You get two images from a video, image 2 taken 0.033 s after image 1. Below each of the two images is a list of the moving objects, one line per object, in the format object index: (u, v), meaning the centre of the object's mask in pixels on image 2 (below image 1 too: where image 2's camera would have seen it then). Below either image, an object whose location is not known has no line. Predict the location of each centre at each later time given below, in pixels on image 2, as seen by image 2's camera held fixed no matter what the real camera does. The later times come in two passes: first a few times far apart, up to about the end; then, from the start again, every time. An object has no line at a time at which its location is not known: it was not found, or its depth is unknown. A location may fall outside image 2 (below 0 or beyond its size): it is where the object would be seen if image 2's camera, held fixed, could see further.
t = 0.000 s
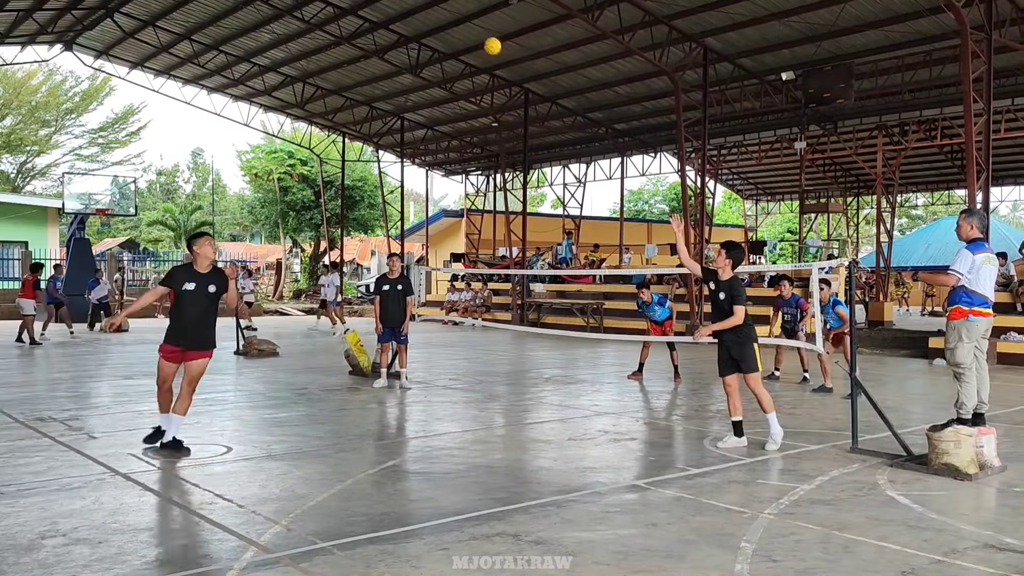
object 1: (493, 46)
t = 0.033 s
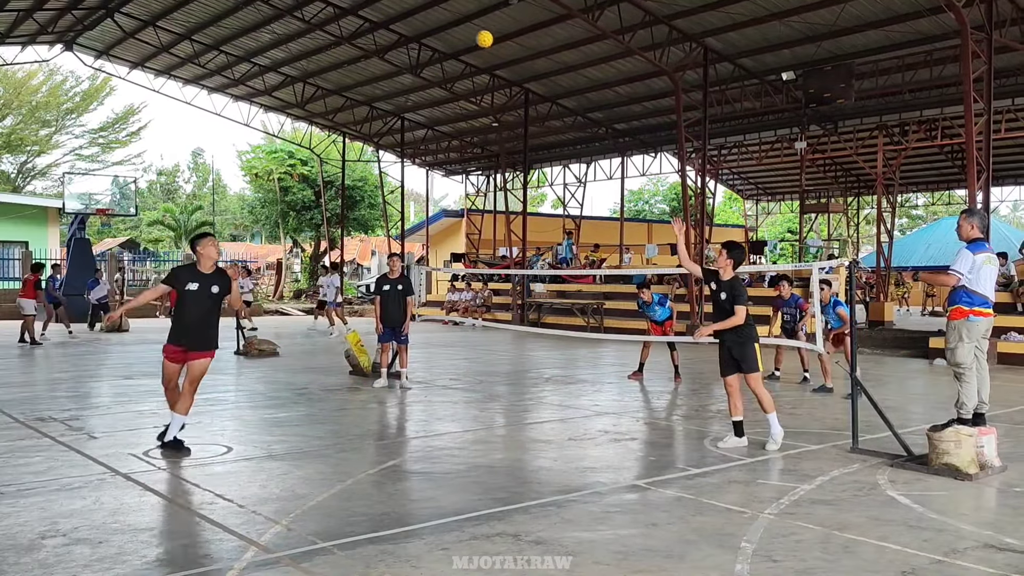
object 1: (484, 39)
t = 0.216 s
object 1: (437, 24)
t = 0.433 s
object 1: (381, 59)
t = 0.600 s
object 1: (338, 127)
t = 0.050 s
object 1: (480, 36)
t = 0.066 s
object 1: (476, 34)
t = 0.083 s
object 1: (472, 31)
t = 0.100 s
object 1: (467, 29)
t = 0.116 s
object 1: (463, 27)
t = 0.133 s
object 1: (459, 26)
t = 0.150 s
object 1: (455, 25)
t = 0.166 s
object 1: (450, 24)
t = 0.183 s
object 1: (446, 24)
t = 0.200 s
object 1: (441, 24)
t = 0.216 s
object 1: (437, 24)
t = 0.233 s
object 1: (433, 25)
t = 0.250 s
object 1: (429, 26)
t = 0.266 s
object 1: (424, 27)
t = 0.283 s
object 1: (420, 29)
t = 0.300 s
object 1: (416, 31)
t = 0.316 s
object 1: (411, 33)
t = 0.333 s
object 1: (407, 36)
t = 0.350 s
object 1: (402, 39)
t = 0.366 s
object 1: (398, 42)
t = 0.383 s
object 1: (394, 46)
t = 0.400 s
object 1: (390, 50)
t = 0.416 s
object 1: (385, 55)
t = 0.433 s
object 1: (381, 59)
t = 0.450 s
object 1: (376, 65)
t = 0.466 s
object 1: (372, 70)
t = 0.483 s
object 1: (368, 76)
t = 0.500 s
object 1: (363, 83)
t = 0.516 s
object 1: (359, 89)
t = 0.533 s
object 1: (355, 96)
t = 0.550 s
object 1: (350, 103)
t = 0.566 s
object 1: (346, 111)
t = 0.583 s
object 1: (342, 119)
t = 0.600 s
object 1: (338, 127)
